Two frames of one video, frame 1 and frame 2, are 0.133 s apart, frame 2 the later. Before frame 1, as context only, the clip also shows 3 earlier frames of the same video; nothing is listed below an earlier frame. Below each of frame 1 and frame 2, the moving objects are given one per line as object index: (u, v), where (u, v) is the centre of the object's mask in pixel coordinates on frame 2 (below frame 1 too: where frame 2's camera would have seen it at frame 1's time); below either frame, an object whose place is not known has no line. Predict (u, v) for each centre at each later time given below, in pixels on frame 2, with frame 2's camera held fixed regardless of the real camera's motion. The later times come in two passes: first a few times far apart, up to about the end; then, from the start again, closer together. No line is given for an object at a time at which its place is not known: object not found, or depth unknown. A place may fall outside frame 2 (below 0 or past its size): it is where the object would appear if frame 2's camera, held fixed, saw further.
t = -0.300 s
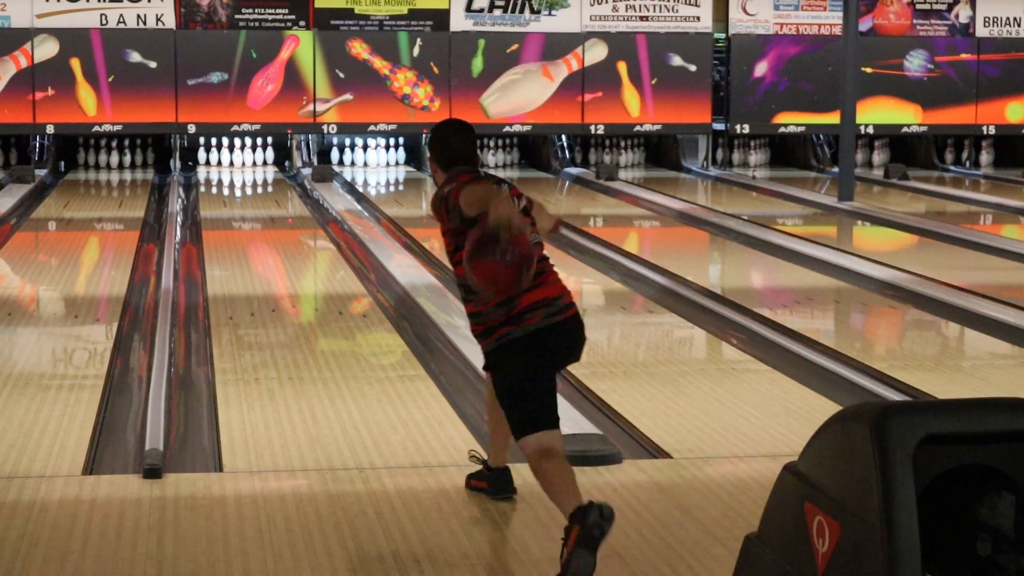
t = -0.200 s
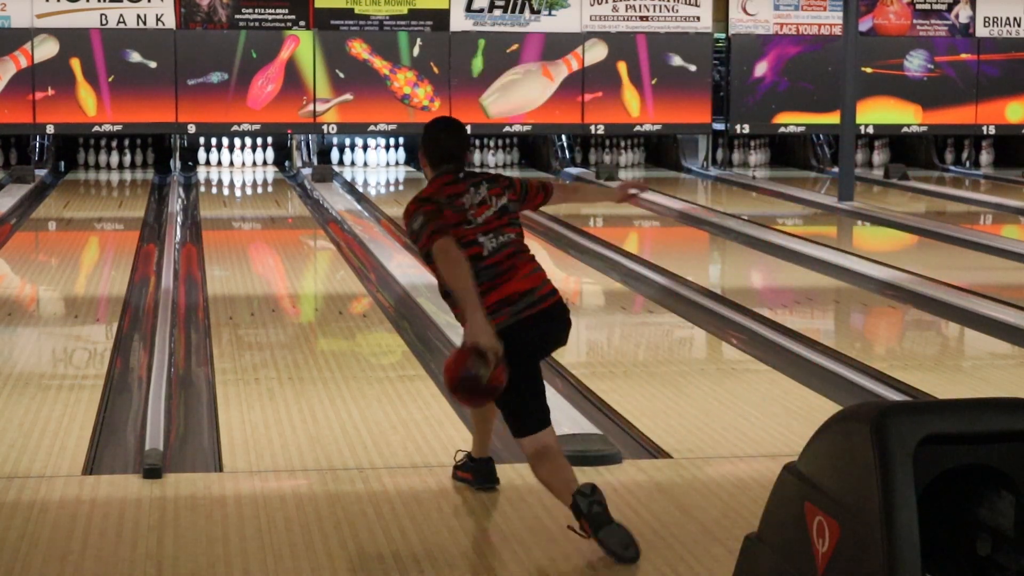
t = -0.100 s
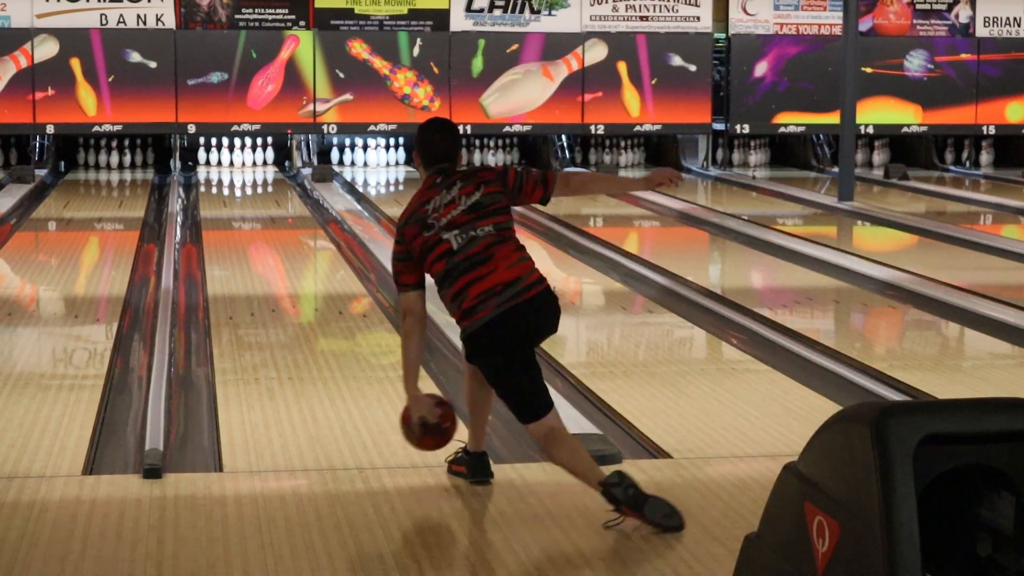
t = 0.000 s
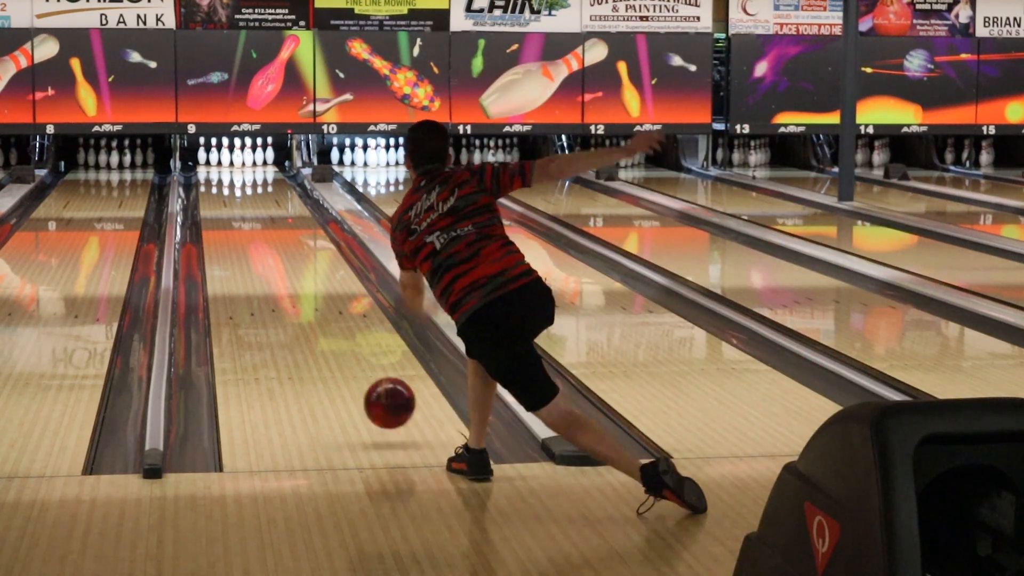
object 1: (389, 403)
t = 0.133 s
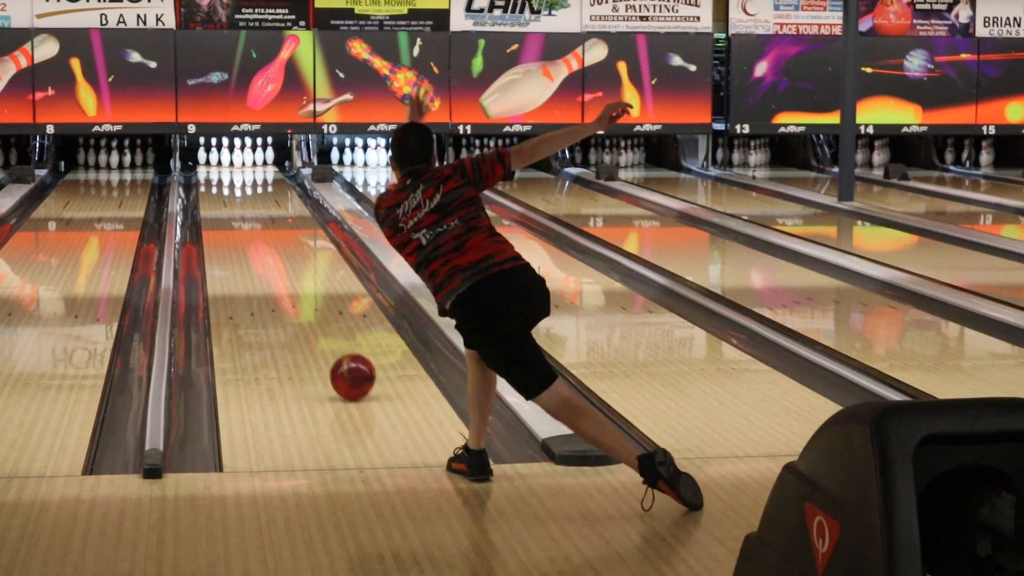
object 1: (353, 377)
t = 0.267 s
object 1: (324, 343)
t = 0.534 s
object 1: (283, 292)
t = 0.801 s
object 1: (254, 255)
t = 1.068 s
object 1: (235, 228)
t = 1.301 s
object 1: (223, 210)
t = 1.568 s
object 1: (214, 193)
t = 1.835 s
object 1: (213, 180)
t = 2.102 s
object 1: (223, 170)
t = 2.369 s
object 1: (233, 161)
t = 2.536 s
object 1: (233, 158)
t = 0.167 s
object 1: (345, 368)
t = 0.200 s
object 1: (337, 359)
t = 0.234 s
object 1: (330, 351)
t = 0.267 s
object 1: (324, 343)
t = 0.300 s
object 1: (318, 335)
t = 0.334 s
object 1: (312, 328)
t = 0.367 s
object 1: (306, 321)
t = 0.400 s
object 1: (301, 315)
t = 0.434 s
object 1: (296, 308)
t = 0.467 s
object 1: (291, 302)
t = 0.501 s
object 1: (287, 297)
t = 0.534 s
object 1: (283, 292)
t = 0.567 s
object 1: (278, 287)
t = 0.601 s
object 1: (274, 281)
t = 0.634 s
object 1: (271, 277)
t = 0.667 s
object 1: (267, 272)
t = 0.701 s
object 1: (264, 268)
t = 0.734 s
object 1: (261, 263)
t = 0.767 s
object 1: (257, 259)
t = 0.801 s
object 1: (254, 255)
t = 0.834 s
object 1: (251, 252)
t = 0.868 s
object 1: (249, 248)
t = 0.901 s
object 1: (246, 244)
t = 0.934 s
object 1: (244, 241)
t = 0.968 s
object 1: (241, 237)
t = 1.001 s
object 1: (239, 234)
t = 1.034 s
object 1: (237, 231)
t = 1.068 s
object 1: (235, 228)
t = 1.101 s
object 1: (232, 225)
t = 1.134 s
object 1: (231, 222)
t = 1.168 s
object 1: (229, 220)
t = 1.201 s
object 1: (227, 217)
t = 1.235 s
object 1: (225, 214)
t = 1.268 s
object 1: (224, 212)
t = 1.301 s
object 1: (223, 210)
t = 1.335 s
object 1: (221, 207)
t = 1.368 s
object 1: (220, 205)
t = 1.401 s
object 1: (218, 203)
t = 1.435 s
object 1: (218, 201)
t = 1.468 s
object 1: (216, 199)
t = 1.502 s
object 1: (215, 197)
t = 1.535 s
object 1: (215, 195)
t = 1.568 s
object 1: (214, 193)
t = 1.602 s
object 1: (214, 192)
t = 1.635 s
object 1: (213, 189)
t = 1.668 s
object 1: (213, 188)
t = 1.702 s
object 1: (213, 186)
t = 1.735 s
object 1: (213, 185)
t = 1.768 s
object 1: (213, 183)
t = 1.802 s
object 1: (213, 182)
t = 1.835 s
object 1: (213, 180)
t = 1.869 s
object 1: (214, 178)
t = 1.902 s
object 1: (215, 177)
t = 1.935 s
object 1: (216, 175)
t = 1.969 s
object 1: (217, 174)
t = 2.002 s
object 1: (217, 173)
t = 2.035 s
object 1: (220, 171)
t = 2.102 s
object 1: (223, 170)
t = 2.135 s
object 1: (224, 169)
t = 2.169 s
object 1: (225, 168)
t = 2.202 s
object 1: (226, 166)
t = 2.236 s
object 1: (228, 165)
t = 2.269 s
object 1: (229, 164)
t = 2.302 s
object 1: (230, 163)
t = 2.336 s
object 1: (232, 162)
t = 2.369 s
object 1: (233, 161)
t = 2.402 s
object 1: (232, 160)
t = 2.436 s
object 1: (232, 160)
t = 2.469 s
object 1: (233, 159)
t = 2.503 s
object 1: (232, 159)
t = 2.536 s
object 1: (233, 158)
